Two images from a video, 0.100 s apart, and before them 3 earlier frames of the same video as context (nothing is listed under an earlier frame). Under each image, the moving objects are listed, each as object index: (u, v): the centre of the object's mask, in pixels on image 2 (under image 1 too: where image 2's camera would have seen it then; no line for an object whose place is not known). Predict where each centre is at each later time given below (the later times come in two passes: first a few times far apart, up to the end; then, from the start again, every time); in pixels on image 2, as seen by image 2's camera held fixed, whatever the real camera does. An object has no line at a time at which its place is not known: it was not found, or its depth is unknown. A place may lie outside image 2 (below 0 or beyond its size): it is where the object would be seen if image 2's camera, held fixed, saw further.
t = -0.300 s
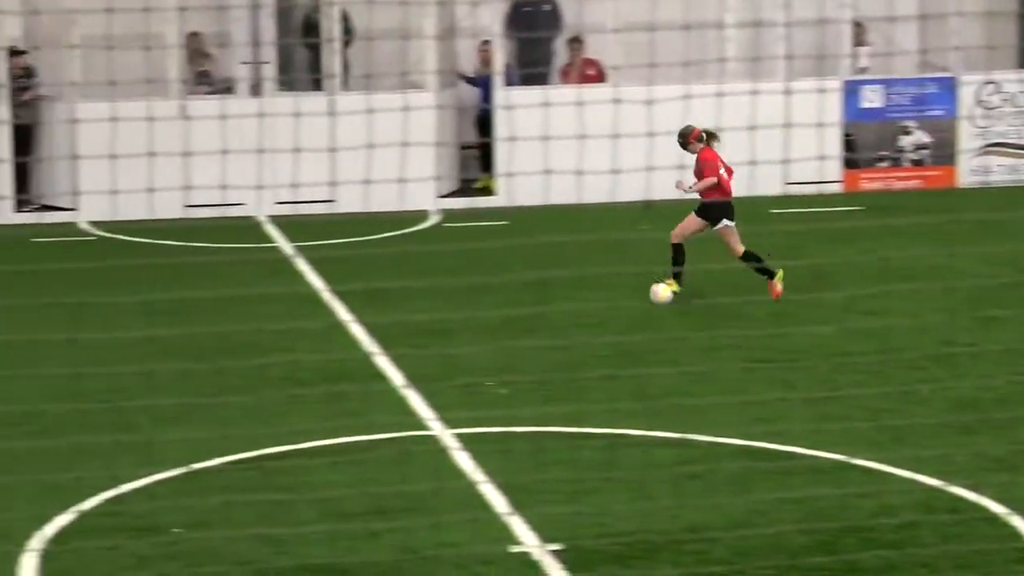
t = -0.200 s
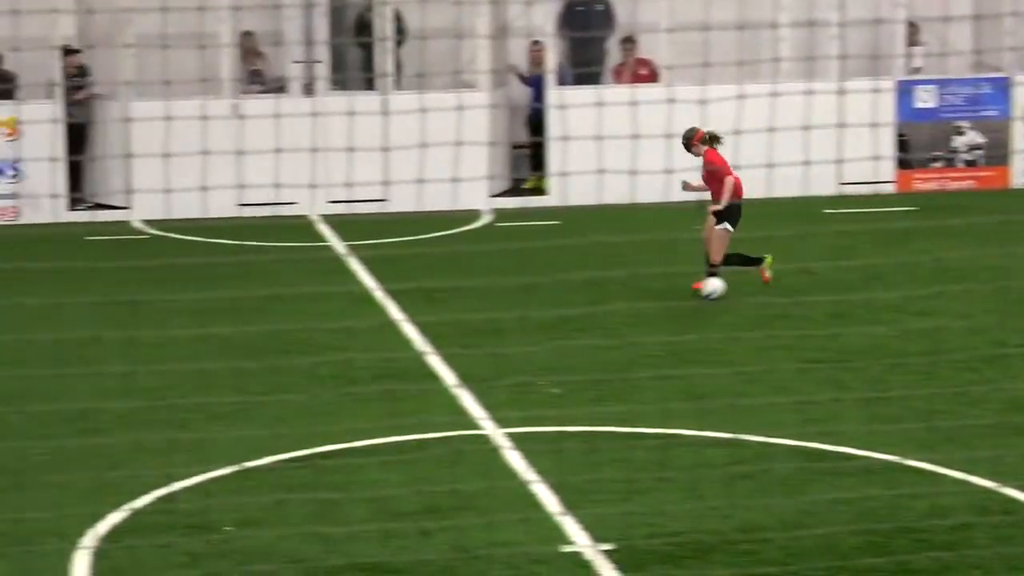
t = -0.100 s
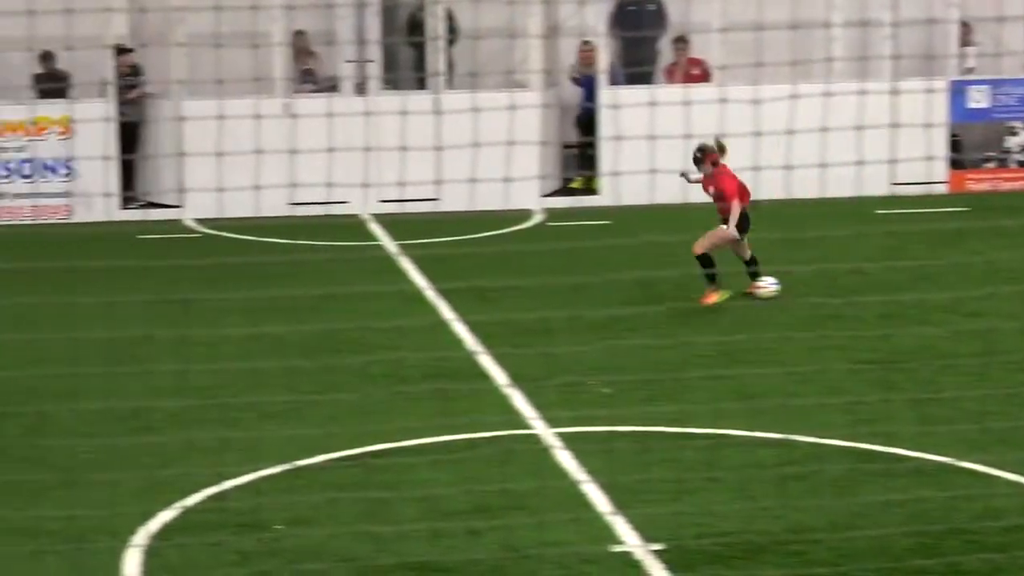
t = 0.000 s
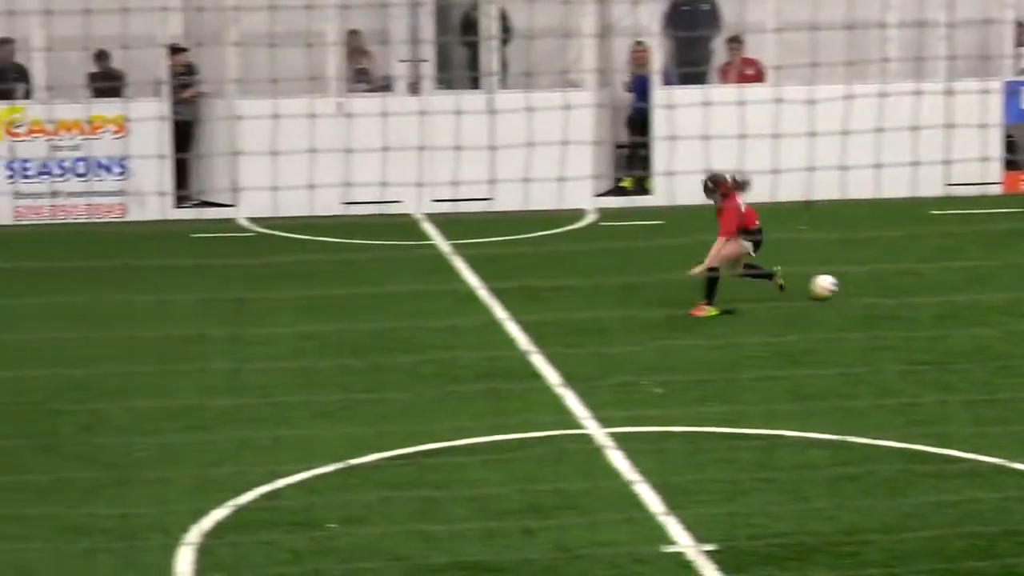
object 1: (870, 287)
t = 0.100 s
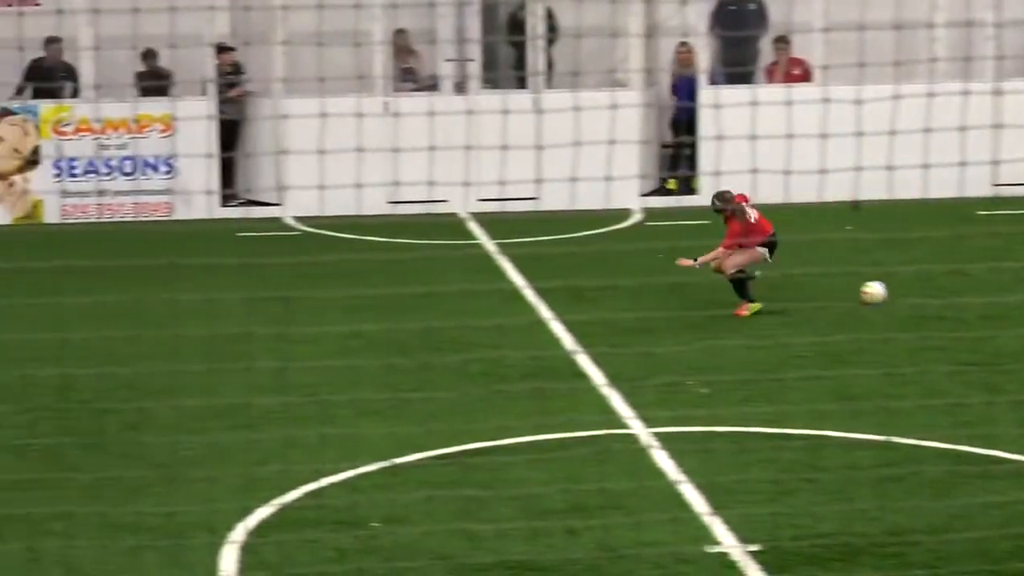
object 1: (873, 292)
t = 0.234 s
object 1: (879, 294)
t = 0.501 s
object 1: (886, 298)
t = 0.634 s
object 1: (892, 300)
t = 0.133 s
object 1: (875, 292)
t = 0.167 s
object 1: (877, 292)
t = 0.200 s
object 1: (878, 293)
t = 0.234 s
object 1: (879, 294)
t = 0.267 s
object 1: (880, 294)
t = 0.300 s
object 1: (881, 295)
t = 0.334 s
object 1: (882, 296)
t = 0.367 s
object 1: (882, 296)
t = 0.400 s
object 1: (883, 297)
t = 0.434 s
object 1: (884, 297)
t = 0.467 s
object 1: (885, 298)
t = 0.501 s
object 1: (886, 298)
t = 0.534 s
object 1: (888, 298)
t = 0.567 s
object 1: (889, 299)
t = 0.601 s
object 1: (890, 300)
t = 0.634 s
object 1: (892, 300)
